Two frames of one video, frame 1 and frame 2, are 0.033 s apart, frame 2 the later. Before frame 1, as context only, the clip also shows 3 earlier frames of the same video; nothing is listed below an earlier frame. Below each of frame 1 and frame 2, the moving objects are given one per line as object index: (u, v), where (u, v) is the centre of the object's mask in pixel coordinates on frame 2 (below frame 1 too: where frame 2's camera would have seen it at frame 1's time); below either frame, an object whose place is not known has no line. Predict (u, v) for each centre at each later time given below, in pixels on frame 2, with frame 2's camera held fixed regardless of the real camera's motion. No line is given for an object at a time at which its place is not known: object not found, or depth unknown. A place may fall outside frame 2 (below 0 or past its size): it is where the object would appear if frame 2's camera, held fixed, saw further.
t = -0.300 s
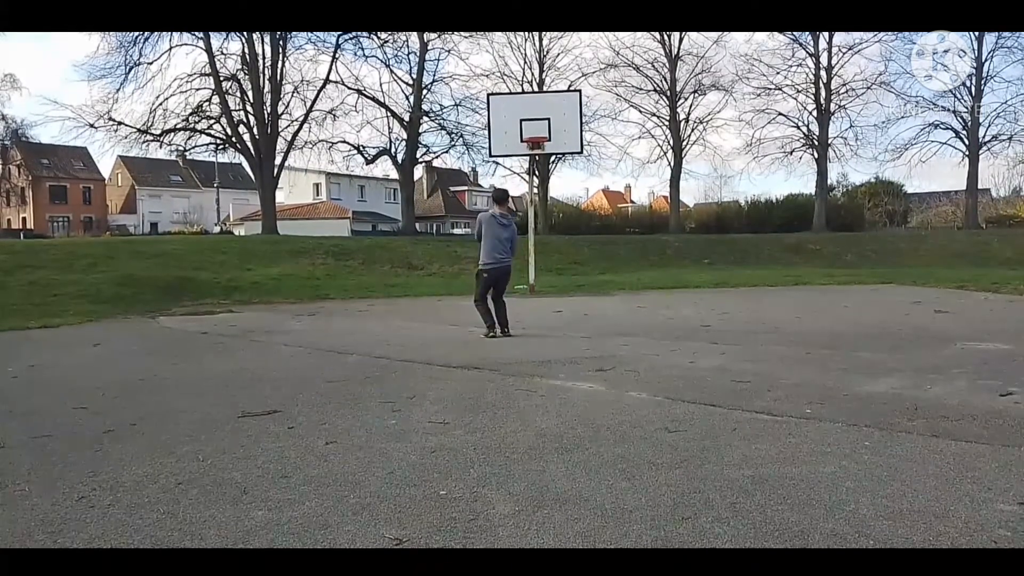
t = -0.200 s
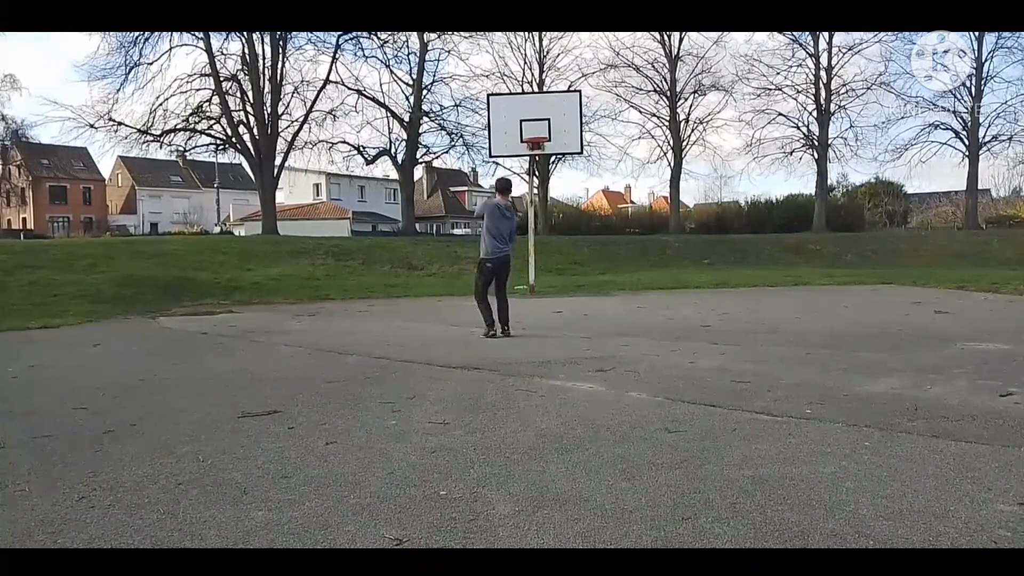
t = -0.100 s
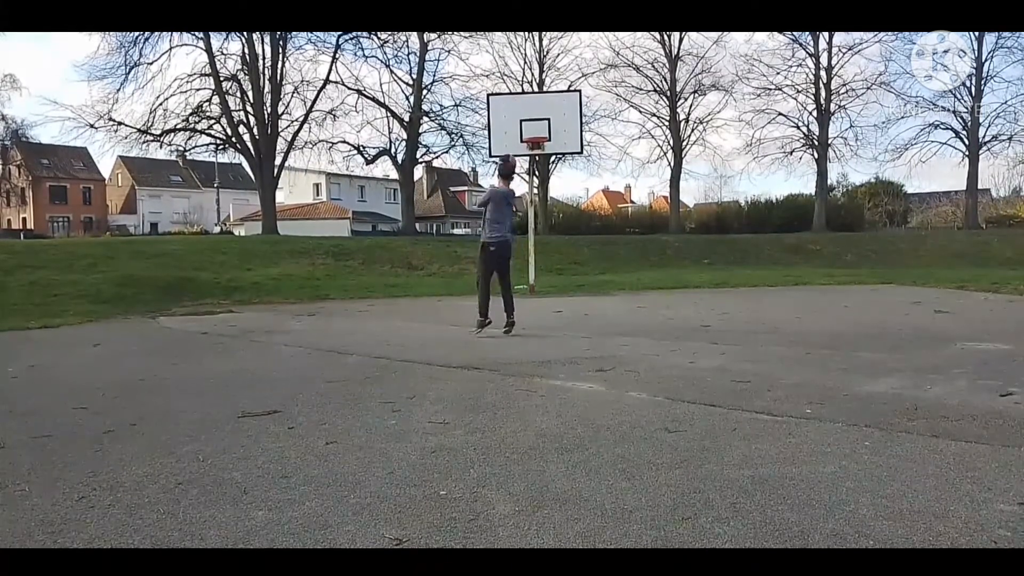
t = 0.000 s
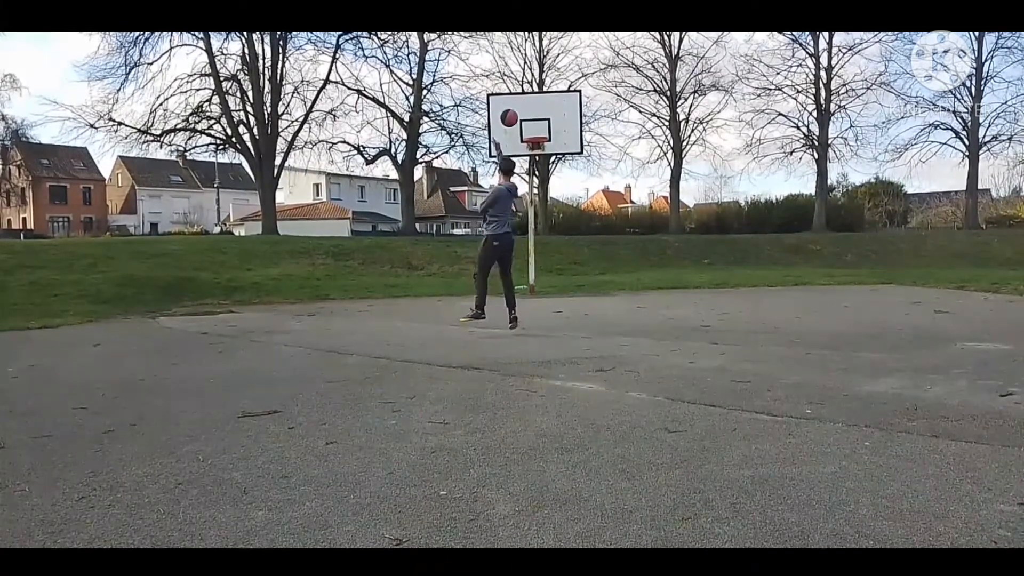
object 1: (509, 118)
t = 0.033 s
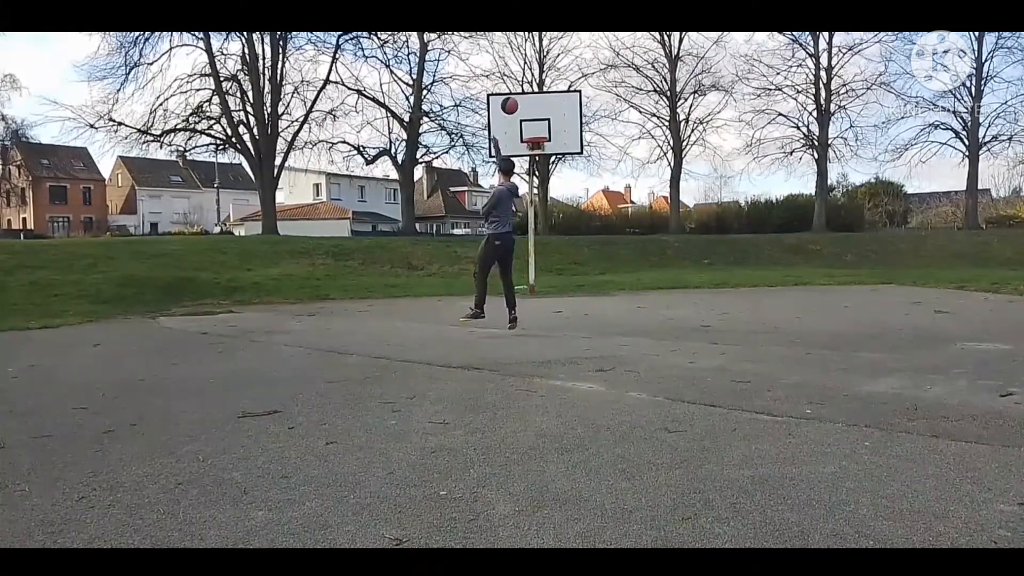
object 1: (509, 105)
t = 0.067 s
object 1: (510, 95)
